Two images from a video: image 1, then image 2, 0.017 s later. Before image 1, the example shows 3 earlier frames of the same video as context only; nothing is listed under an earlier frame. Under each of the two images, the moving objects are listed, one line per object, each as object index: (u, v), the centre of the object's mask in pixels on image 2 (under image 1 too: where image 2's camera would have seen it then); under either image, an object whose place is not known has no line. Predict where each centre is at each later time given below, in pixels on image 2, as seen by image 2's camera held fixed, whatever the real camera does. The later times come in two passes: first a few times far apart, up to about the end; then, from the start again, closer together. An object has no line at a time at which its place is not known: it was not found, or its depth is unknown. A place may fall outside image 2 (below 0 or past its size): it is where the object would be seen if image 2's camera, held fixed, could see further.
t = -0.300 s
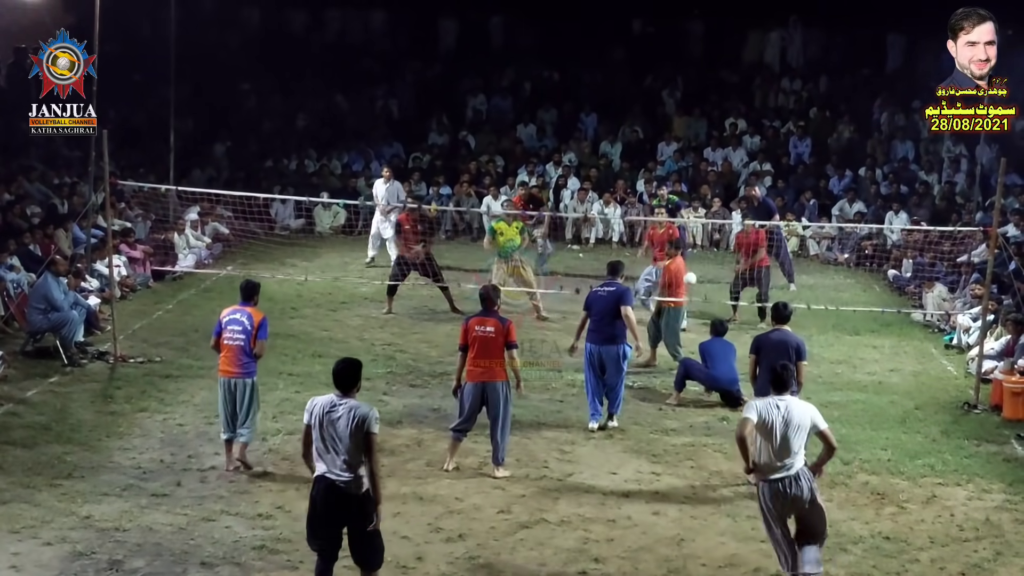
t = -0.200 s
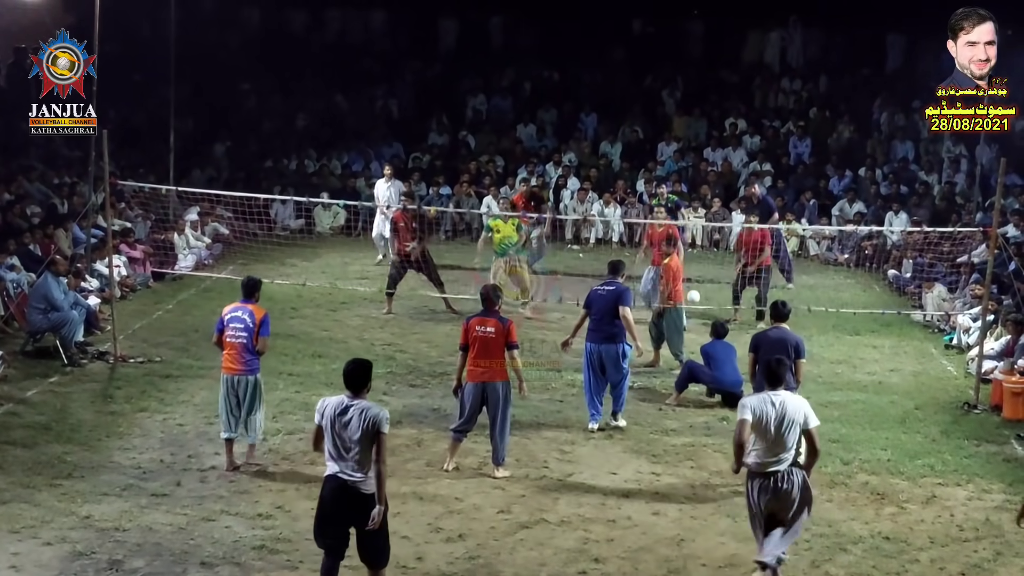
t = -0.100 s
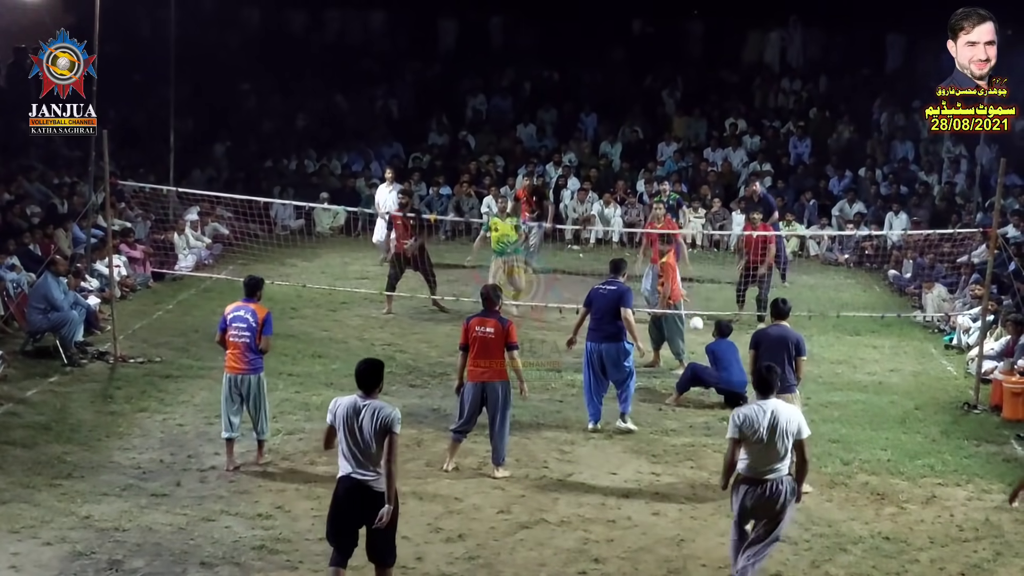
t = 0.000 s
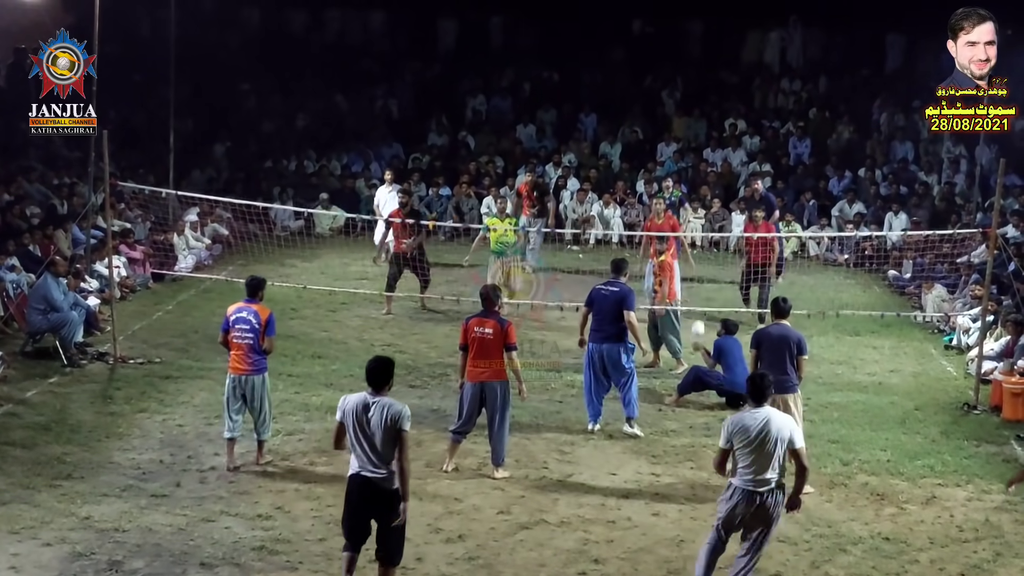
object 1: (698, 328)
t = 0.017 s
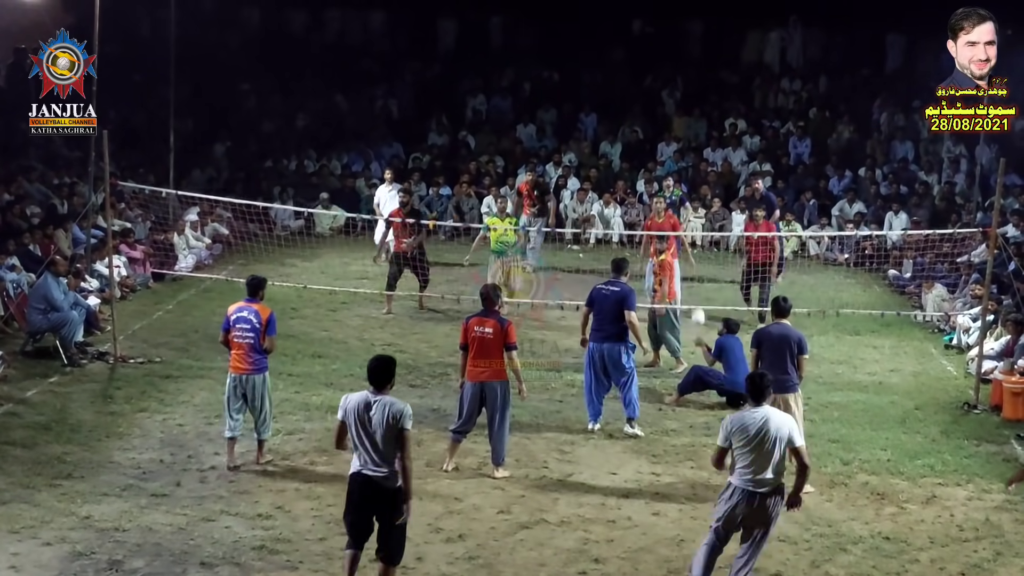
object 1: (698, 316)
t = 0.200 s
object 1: (698, 210)
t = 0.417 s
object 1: (694, 118)
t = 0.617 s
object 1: (690, 70)
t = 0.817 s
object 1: (683, 59)
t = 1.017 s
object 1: (674, 88)
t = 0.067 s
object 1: (698, 284)
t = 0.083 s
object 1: (698, 274)
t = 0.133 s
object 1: (698, 245)
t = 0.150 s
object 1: (697, 236)
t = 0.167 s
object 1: (698, 226)
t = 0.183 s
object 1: (698, 217)
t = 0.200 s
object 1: (698, 210)
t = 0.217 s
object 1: (698, 201)
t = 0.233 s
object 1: (697, 192)
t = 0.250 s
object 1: (697, 185)
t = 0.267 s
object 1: (697, 177)
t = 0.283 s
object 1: (696, 170)
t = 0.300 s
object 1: (696, 162)
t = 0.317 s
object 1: (696, 155)
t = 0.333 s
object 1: (696, 148)
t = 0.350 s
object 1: (695, 142)
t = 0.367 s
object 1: (695, 136)
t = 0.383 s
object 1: (695, 129)
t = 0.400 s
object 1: (695, 124)
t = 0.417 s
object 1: (694, 118)
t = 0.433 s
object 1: (694, 112)
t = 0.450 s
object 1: (694, 107)
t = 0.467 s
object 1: (693, 102)
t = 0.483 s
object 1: (693, 98)
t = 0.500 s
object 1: (693, 93)
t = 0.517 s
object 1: (693, 89)
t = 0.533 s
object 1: (692, 85)
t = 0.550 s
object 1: (692, 82)
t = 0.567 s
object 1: (691, 78)
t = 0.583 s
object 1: (691, 75)
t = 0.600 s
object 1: (691, 72)
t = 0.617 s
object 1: (690, 70)
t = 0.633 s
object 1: (690, 68)
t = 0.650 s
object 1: (689, 66)
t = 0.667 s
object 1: (689, 64)
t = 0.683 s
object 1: (688, 62)
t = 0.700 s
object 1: (688, 61)
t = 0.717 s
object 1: (687, 60)
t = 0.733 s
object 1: (686, 59)
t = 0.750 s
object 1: (686, 59)
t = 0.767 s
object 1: (685, 59)
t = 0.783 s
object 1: (685, 59)
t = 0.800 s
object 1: (684, 59)
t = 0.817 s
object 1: (683, 59)
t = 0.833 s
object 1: (683, 60)
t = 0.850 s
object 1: (682, 61)
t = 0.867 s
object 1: (681, 63)
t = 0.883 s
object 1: (681, 65)
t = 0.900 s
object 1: (680, 67)
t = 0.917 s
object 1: (679, 69)
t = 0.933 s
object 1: (678, 71)
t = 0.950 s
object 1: (678, 74)
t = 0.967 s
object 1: (677, 78)
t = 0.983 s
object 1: (676, 80)
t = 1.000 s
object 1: (675, 84)
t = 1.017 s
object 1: (674, 88)
